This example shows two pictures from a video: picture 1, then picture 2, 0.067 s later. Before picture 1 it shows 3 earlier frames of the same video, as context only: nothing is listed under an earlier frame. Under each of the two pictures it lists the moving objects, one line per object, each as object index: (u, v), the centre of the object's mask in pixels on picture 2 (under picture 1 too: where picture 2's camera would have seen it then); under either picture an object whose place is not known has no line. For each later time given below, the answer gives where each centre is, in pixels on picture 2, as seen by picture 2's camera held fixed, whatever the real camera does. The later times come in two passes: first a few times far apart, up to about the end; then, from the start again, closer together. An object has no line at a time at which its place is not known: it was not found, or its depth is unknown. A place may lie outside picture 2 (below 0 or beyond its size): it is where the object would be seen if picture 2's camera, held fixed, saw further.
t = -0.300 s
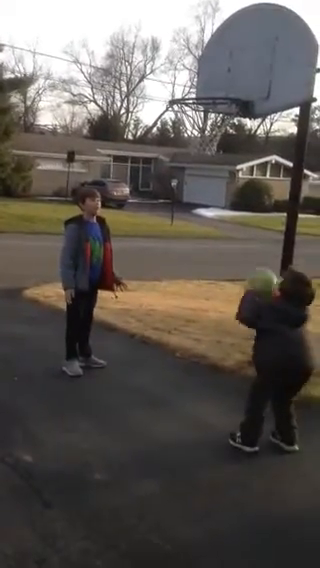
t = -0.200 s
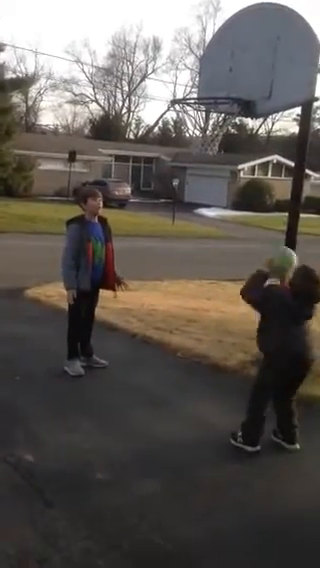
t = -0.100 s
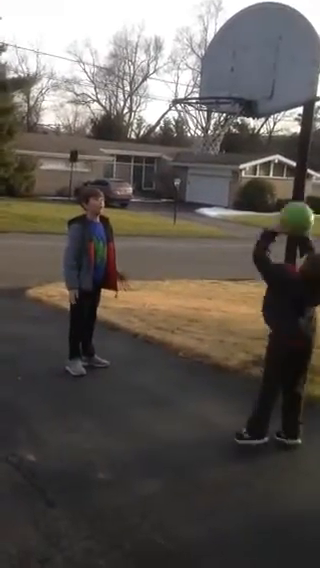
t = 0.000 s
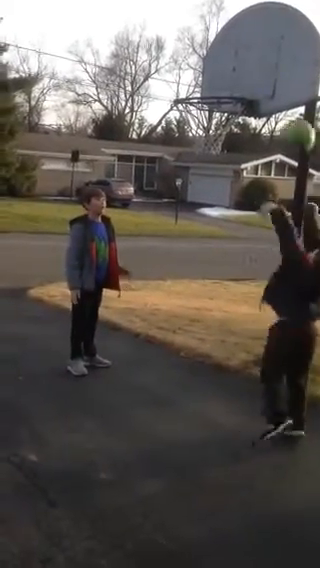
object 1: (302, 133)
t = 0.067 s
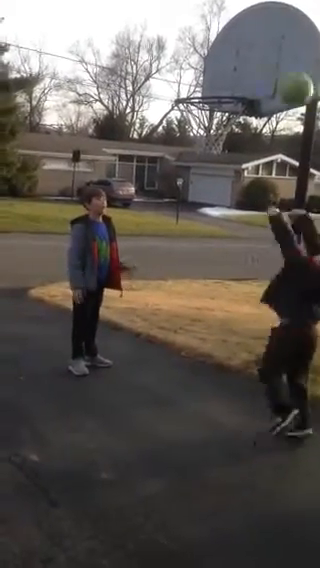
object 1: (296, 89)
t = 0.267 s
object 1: (280, 7)
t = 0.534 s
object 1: (249, 6)
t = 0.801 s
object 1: (215, 113)
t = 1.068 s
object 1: (189, 239)
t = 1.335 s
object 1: (163, 365)
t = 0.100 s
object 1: (294, 71)
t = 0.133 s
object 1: (293, 52)
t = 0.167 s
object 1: (292, 35)
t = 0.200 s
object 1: (288, 27)
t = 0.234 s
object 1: (285, 13)
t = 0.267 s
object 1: (280, 7)
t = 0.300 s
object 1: (276, 4)
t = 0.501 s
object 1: (252, 3)
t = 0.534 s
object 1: (249, 6)
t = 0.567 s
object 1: (246, 10)
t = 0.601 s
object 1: (242, 16)
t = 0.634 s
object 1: (238, 29)
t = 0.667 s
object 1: (235, 46)
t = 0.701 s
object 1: (231, 60)
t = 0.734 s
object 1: (228, 76)
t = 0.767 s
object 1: (221, 92)
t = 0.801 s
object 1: (215, 113)
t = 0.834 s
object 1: (213, 134)
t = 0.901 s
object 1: (206, 154)
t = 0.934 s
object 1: (202, 168)
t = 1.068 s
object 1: (189, 239)
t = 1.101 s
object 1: (186, 258)
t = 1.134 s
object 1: (182, 278)
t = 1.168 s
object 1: (176, 301)
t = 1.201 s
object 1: (173, 326)
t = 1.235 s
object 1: (172, 348)
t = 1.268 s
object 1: (168, 375)
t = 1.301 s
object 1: (165, 381)
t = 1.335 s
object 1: (163, 365)
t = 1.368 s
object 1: (161, 348)
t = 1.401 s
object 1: (158, 335)
